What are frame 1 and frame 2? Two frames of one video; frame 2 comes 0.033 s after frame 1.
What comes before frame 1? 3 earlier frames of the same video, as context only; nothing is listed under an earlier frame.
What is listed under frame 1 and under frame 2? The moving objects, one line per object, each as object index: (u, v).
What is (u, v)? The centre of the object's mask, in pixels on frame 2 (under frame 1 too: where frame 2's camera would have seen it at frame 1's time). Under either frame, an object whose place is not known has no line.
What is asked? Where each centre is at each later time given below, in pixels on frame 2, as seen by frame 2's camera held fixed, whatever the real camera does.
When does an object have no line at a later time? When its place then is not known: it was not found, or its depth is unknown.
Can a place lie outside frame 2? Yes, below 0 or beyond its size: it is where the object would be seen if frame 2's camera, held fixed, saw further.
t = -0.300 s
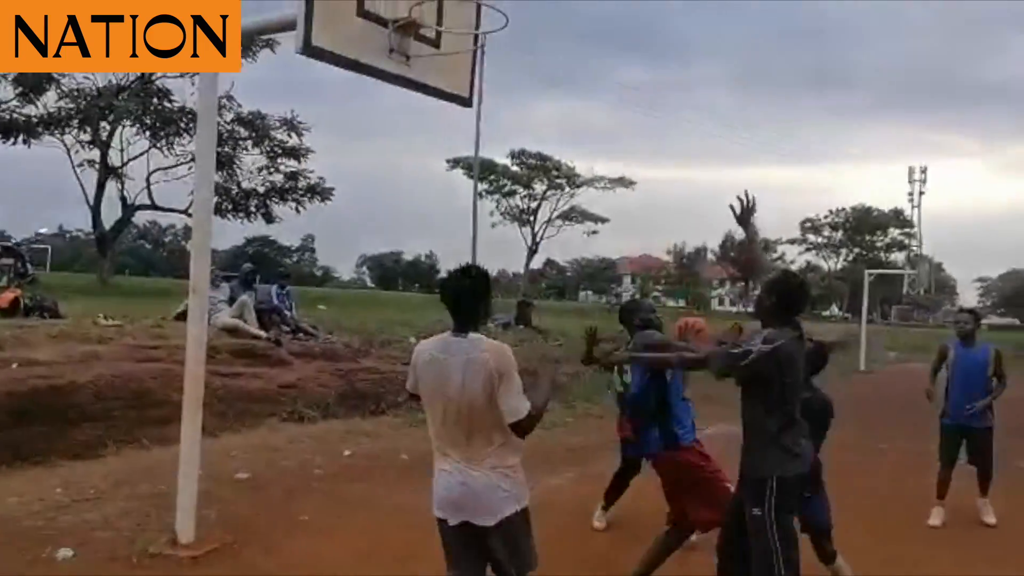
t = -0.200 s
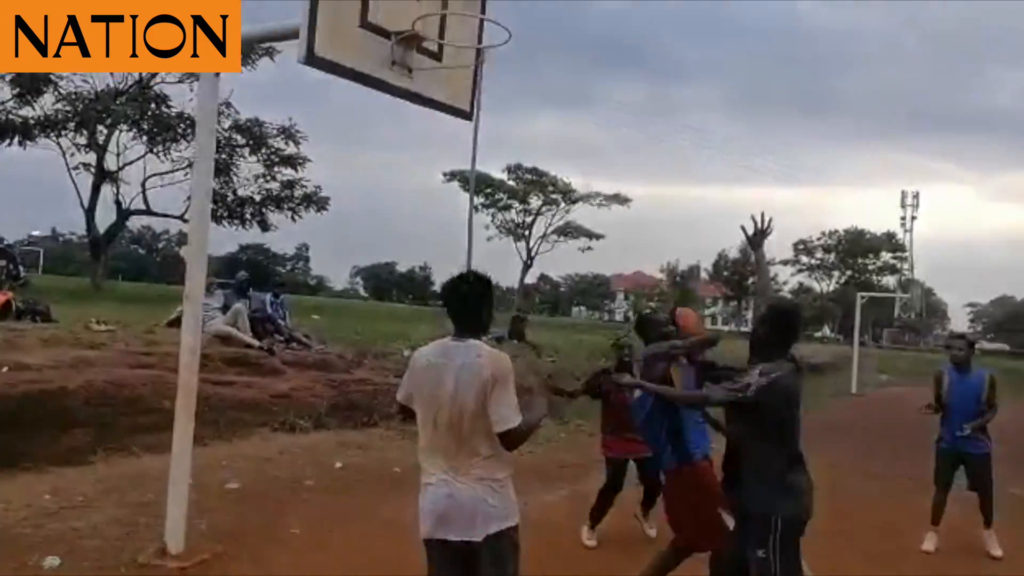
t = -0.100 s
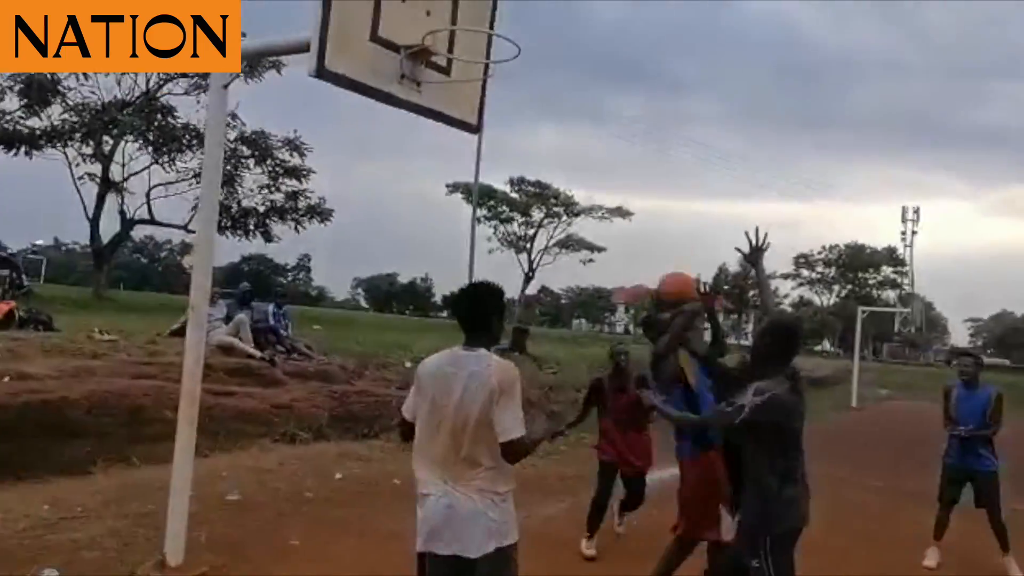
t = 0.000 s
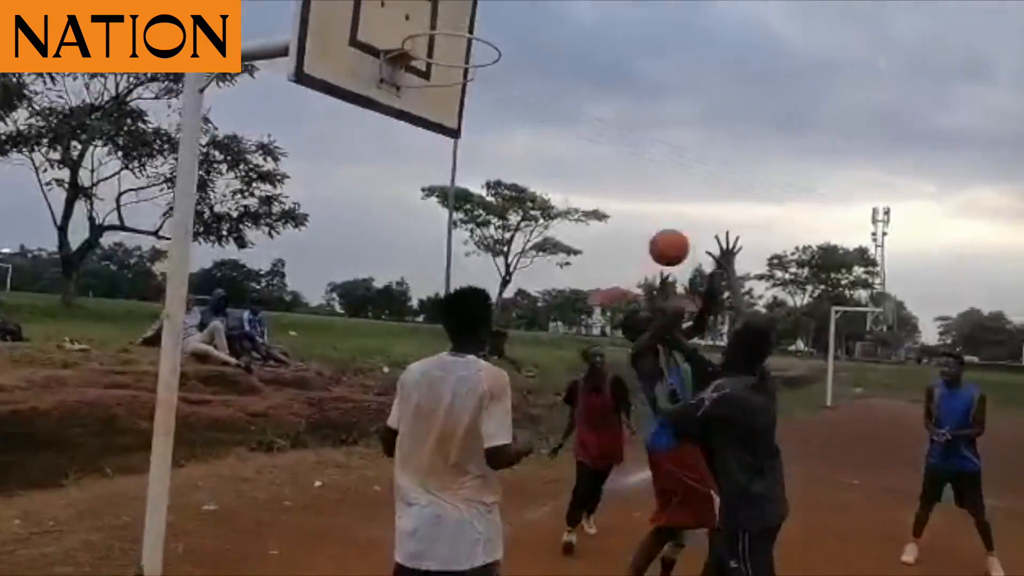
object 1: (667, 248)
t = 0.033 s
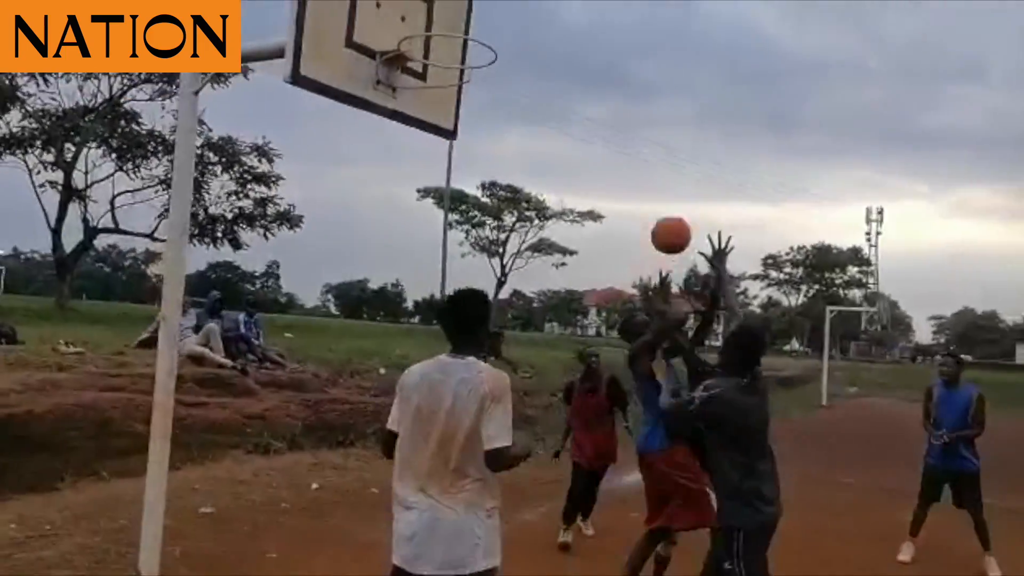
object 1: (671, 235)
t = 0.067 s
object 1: (674, 225)
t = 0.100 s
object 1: (679, 215)
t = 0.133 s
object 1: (683, 209)
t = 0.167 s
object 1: (686, 203)
